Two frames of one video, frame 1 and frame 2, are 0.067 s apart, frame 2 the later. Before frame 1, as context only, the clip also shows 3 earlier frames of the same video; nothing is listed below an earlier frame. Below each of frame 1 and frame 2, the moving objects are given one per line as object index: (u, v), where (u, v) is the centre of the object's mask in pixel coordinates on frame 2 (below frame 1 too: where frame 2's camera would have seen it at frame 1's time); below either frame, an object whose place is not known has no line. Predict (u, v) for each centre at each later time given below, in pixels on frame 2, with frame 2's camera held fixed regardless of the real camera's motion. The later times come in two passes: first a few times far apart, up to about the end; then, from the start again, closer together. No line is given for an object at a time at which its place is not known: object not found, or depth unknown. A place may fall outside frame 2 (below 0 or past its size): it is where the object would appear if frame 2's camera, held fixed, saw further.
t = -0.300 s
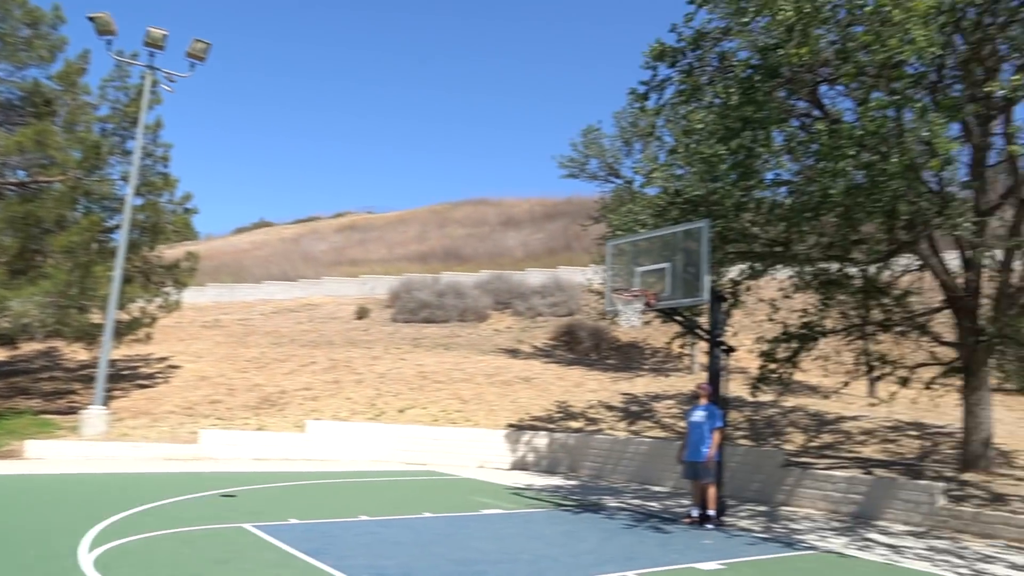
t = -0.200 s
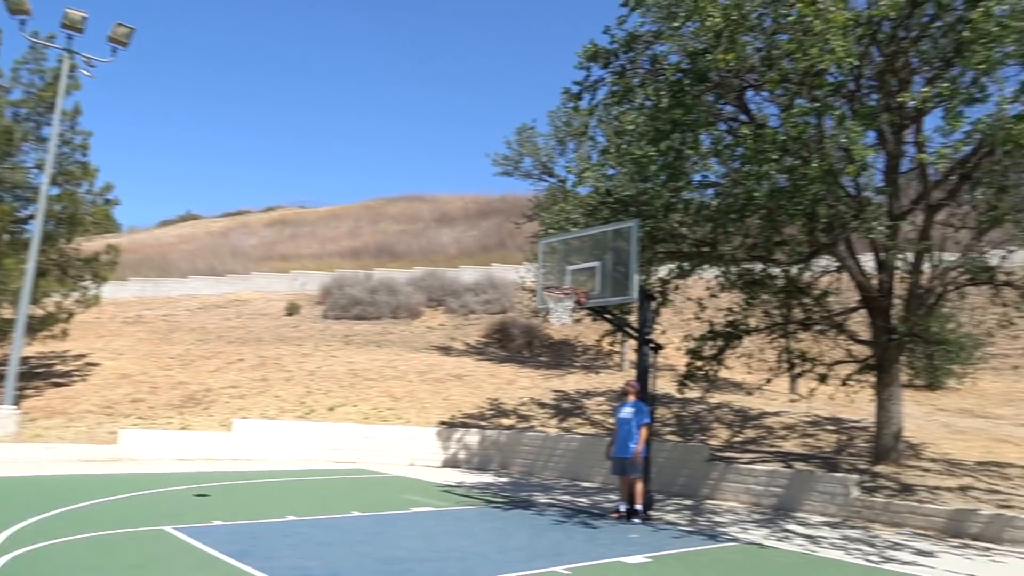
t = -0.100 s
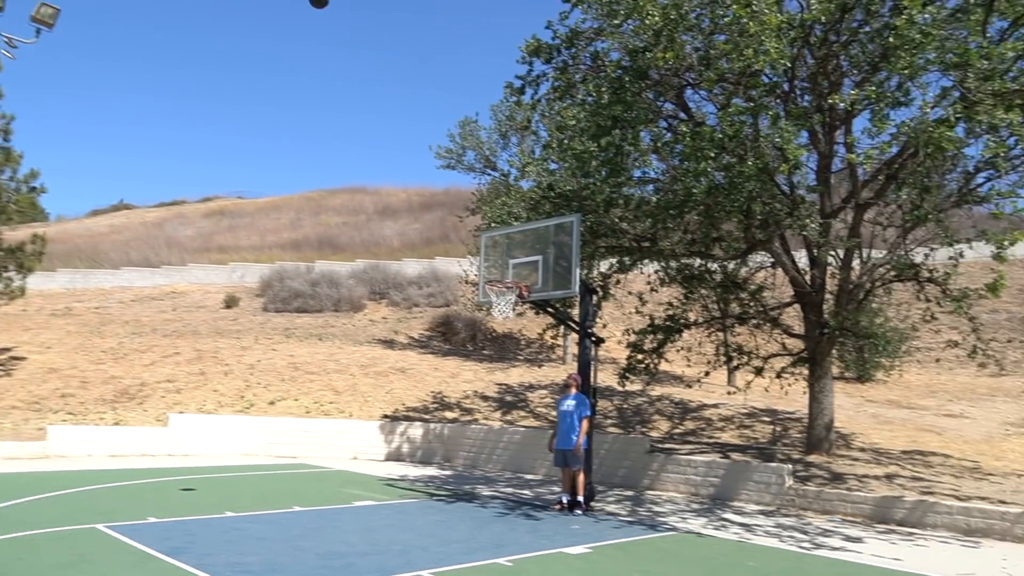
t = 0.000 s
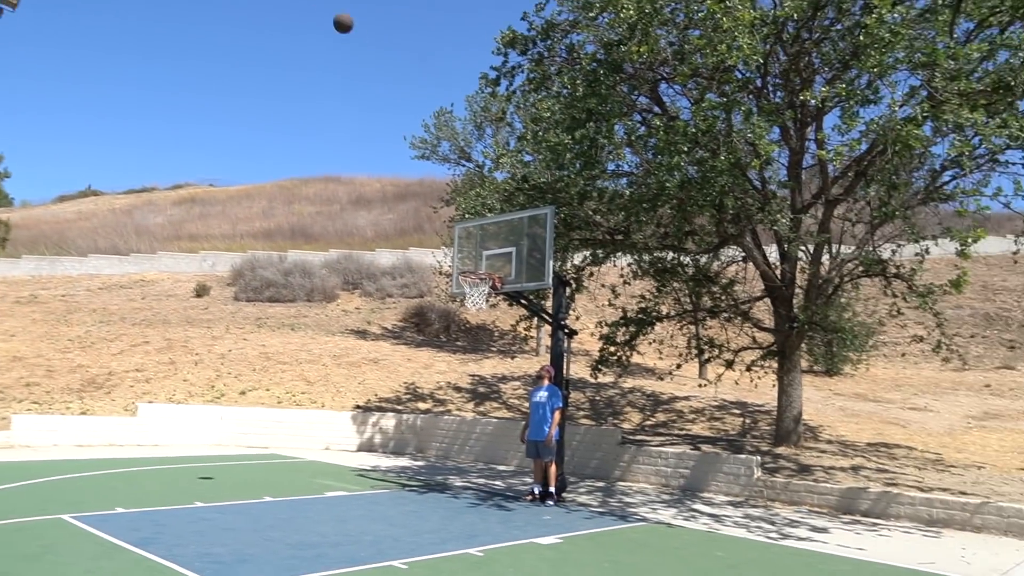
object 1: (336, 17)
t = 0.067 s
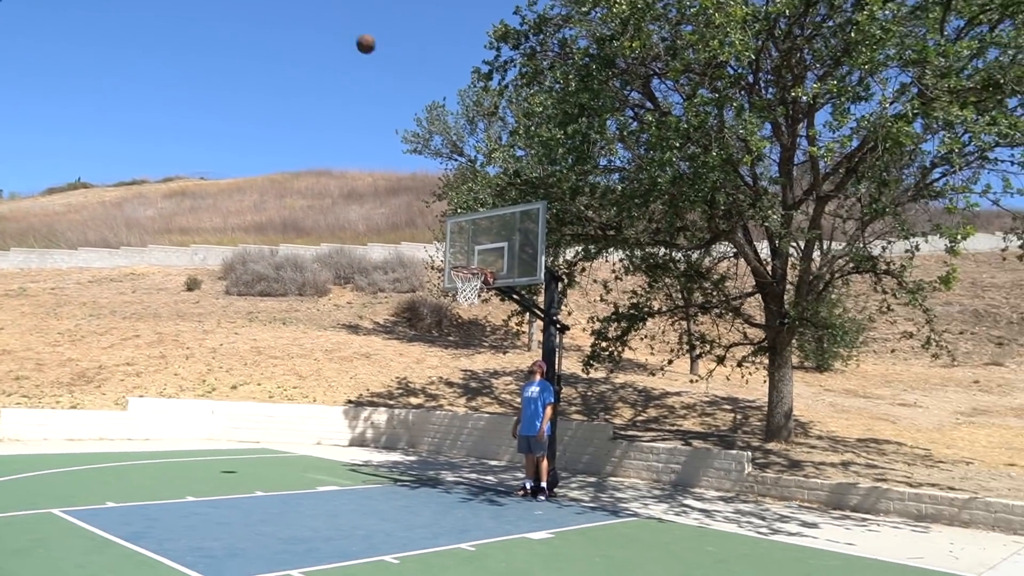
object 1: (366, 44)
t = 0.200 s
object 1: (420, 103)
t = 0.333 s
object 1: (466, 167)
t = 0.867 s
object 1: (597, 449)
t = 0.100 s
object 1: (379, 59)
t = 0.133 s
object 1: (393, 73)
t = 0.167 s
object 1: (407, 88)
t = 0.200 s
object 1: (420, 103)
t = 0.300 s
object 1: (455, 151)
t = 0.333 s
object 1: (466, 167)
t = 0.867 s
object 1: (597, 449)
